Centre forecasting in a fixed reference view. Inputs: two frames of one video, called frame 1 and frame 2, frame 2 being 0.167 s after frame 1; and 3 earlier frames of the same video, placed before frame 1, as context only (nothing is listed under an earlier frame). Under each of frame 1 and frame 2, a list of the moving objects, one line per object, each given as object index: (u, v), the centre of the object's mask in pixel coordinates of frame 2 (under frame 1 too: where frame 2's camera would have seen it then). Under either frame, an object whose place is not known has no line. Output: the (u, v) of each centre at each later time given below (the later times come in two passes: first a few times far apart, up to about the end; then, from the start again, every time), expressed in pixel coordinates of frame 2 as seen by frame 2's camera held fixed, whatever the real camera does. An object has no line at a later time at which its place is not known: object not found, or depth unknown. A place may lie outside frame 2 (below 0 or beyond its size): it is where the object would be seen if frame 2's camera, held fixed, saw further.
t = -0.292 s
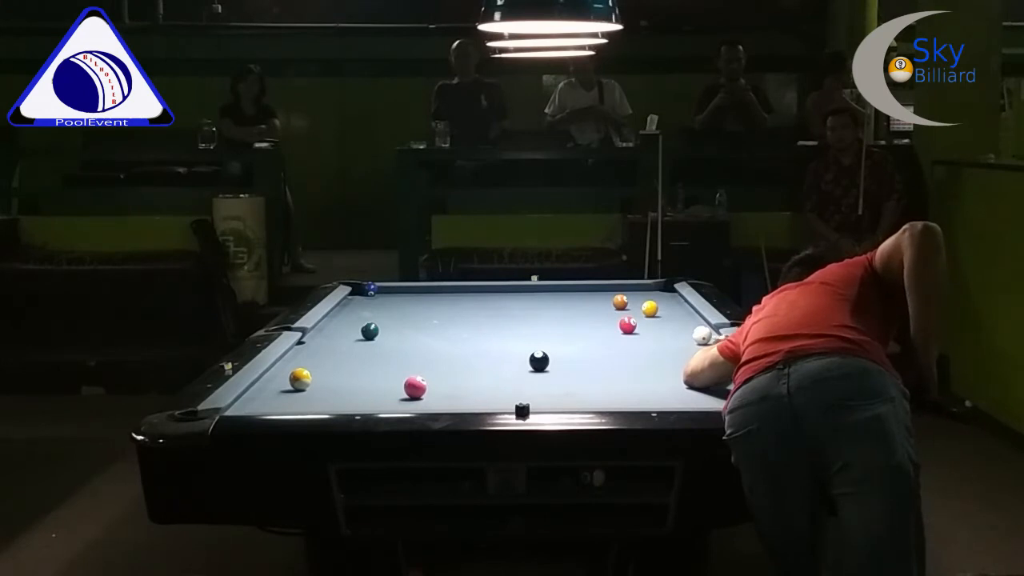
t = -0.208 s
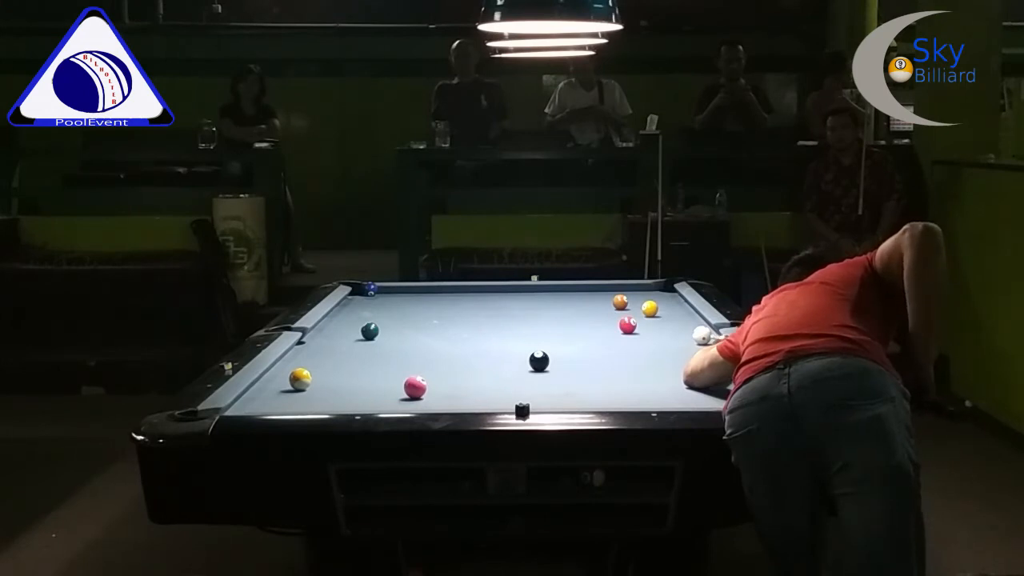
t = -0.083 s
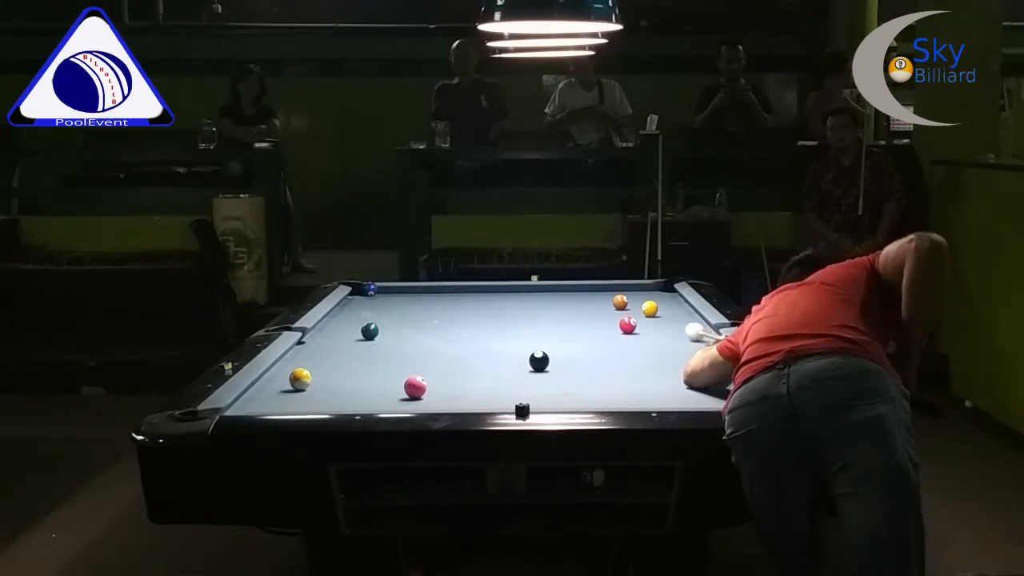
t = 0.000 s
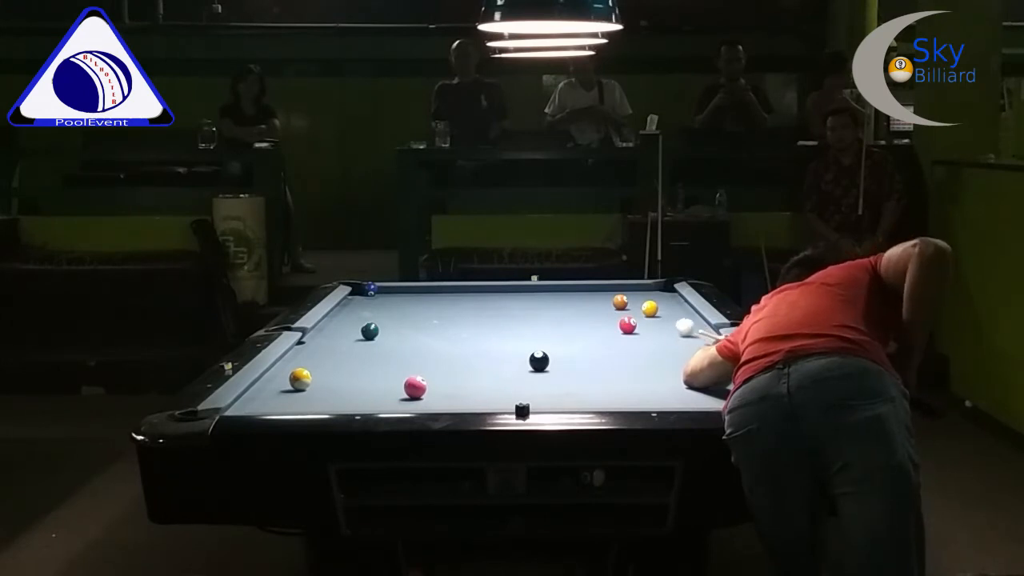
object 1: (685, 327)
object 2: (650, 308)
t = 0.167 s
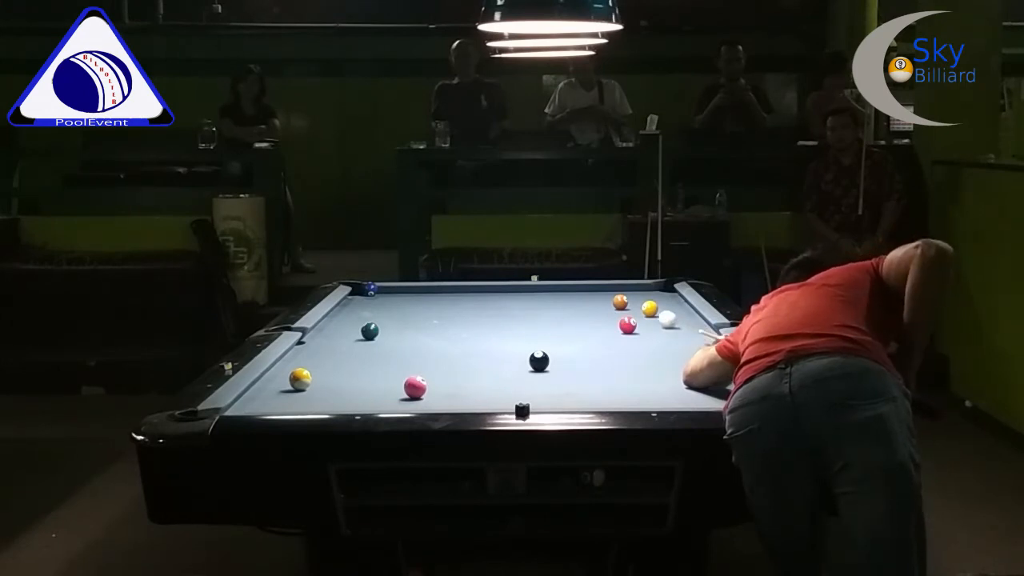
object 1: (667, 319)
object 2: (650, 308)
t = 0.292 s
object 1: (655, 314)
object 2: (648, 305)
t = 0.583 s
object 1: (625, 308)
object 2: (653, 302)
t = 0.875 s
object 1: (597, 305)
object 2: (657, 295)
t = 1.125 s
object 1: (575, 303)
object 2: (660, 291)
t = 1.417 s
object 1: (552, 300)
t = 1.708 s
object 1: (531, 298)
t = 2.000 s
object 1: (512, 296)
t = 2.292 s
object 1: (496, 294)
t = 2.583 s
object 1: (480, 292)
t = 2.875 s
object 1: (467, 291)
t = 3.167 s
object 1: (455, 290)
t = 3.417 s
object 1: (446, 289)
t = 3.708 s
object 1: (437, 288)
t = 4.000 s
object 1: (432, 288)
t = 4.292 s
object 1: (429, 289)
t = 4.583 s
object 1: (427, 289)
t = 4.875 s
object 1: (427, 289)
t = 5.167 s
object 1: (427, 289)
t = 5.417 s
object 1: (427, 289)
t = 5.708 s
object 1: (427, 289)
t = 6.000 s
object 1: (427, 289)
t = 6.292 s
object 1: (427, 289)
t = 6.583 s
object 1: (427, 289)
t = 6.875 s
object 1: (427, 289)
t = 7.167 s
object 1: (427, 289)
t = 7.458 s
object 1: (427, 289)
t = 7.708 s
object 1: (426, 289)
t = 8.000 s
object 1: (426, 289)
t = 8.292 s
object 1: (427, 289)
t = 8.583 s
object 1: (427, 289)
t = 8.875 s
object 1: (426, 289)
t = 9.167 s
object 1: (426, 289)
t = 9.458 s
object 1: (426, 289)
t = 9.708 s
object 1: (426, 289)
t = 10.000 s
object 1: (427, 289)
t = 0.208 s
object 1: (663, 318)
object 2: (649, 307)
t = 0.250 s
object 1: (659, 316)
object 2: (648, 307)
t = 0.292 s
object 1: (655, 314)
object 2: (648, 305)
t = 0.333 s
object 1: (651, 312)
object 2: (649, 303)
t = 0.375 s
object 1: (647, 311)
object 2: (652, 303)
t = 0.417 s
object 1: (642, 310)
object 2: (653, 305)
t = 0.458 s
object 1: (638, 310)
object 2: (651, 305)
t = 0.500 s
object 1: (634, 309)
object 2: (652, 304)
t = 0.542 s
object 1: (630, 308)
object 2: (652, 303)
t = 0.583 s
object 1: (625, 308)
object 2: (653, 302)
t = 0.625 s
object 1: (621, 308)
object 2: (654, 301)
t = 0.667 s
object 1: (616, 308)
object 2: (655, 300)
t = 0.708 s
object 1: (613, 307)
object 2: (655, 299)
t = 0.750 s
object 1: (609, 307)
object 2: (656, 298)
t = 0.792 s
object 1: (605, 306)
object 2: (656, 297)
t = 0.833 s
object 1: (601, 306)
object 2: (657, 296)
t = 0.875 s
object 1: (597, 305)
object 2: (657, 295)
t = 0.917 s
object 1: (593, 305)
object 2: (658, 295)
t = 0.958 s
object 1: (590, 305)
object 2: (658, 294)
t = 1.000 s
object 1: (586, 304)
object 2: (659, 293)
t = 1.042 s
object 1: (582, 304)
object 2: (659, 292)
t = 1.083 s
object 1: (579, 303)
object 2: (660, 291)
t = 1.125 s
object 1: (575, 303)
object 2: (660, 291)
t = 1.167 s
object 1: (572, 303)
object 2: (661, 290)
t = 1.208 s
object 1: (569, 302)
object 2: (661, 289)
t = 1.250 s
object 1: (565, 302)
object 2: (662, 288)
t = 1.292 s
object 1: (562, 301)
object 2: (662, 288)
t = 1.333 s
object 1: (559, 301)
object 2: (663, 287)
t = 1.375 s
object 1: (556, 301)
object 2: (663, 286)
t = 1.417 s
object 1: (552, 300)
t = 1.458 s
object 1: (549, 300)
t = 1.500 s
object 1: (546, 300)
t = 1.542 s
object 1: (543, 299)
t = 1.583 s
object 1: (540, 299)
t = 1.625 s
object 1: (537, 299)
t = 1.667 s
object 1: (534, 298)
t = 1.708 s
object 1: (531, 298)
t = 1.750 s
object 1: (528, 298)
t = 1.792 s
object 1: (526, 297)
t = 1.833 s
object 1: (523, 297)
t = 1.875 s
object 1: (520, 297)
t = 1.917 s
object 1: (518, 296)
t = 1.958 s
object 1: (515, 296)
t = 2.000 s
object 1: (512, 296)
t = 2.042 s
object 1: (510, 296)
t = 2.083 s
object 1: (507, 296)
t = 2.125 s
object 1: (505, 295)
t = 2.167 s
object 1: (502, 295)
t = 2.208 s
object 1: (500, 294)
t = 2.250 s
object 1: (498, 294)
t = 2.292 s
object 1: (496, 294)
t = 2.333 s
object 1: (493, 294)
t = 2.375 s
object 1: (491, 293)
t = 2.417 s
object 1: (488, 293)
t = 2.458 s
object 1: (486, 293)
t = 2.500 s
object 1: (484, 293)
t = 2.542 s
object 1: (482, 293)
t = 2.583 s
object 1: (480, 292)
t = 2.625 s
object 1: (478, 292)
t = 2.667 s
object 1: (476, 292)
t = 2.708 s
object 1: (474, 292)
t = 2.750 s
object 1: (472, 292)
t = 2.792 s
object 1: (470, 292)
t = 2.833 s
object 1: (468, 291)
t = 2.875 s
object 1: (467, 291)
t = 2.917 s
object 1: (465, 291)
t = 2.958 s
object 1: (463, 291)
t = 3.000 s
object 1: (461, 290)
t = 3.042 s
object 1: (460, 290)
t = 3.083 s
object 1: (458, 290)
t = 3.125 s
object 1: (456, 290)
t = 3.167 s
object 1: (455, 290)
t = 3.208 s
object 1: (453, 290)
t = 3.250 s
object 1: (452, 289)
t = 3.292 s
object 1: (450, 289)
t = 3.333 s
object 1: (449, 289)
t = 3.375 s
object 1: (447, 289)
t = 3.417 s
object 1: (446, 289)
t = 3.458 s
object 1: (445, 289)
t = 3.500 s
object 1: (443, 288)
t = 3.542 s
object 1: (442, 288)
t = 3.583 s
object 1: (441, 288)
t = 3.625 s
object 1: (439, 288)
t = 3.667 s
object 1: (438, 288)
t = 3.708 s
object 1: (437, 288)
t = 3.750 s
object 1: (436, 288)
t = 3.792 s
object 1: (436, 288)
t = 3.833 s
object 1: (435, 288)
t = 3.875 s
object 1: (434, 288)
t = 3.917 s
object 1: (433, 288)
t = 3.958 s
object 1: (433, 288)
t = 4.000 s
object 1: (432, 288)
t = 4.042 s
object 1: (431, 288)
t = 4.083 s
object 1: (431, 288)
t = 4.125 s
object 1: (430, 288)
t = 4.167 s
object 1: (430, 288)
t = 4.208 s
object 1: (429, 288)
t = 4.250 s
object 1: (429, 289)
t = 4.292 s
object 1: (429, 289)
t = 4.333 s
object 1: (428, 289)
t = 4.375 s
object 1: (428, 289)
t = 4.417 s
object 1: (428, 289)
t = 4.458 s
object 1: (428, 289)
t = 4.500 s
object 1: (427, 289)
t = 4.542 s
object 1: (427, 289)
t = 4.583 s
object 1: (427, 289)
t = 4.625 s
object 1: (427, 289)
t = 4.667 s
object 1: (427, 289)
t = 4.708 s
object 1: (427, 289)
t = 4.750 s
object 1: (427, 289)
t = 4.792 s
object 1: (427, 289)
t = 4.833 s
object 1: (427, 289)
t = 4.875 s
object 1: (427, 289)
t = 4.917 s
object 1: (427, 289)
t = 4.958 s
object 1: (427, 289)
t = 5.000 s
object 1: (427, 289)
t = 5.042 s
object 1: (427, 289)
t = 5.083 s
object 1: (427, 289)
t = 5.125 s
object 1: (427, 289)
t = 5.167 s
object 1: (427, 289)
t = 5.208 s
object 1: (427, 289)
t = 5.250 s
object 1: (427, 289)
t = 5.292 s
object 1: (427, 289)
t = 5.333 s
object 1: (427, 289)
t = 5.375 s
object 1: (427, 289)
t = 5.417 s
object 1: (427, 289)
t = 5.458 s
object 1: (427, 289)
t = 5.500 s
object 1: (427, 289)
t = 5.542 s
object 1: (427, 289)
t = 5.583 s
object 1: (427, 289)
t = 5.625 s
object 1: (427, 289)
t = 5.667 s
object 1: (427, 289)
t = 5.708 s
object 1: (427, 289)
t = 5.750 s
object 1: (427, 289)
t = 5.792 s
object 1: (427, 289)
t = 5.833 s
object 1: (427, 289)
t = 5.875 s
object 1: (427, 289)
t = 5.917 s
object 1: (427, 289)
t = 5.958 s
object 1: (427, 289)
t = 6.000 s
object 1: (427, 289)
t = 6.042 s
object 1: (427, 289)
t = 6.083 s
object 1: (427, 289)
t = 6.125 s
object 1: (427, 289)
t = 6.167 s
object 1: (427, 289)
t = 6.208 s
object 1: (427, 289)
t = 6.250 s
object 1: (427, 289)
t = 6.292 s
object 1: (427, 289)
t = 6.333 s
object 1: (427, 289)
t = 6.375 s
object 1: (427, 289)
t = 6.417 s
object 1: (427, 289)
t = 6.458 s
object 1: (427, 289)
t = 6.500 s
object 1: (427, 289)
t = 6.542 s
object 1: (427, 289)
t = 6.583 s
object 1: (427, 289)
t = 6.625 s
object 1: (427, 289)
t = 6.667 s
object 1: (427, 289)
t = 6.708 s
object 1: (427, 289)
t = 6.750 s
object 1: (427, 289)
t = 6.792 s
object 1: (427, 289)
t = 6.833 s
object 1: (427, 289)
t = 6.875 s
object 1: (427, 289)
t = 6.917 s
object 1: (427, 289)
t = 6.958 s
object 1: (427, 289)
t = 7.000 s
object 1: (427, 289)
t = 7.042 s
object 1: (427, 289)
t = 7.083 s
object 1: (427, 289)
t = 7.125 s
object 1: (426, 289)
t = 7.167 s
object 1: (427, 289)
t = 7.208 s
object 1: (426, 289)
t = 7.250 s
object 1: (427, 289)
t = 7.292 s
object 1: (426, 289)
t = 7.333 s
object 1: (427, 289)
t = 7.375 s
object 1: (427, 289)
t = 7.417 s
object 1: (427, 289)
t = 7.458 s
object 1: (427, 289)
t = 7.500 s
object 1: (426, 289)
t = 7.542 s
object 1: (426, 289)
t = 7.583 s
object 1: (426, 289)
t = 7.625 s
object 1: (426, 289)
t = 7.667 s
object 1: (427, 289)
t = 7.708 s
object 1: (426, 289)
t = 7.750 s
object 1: (426, 289)
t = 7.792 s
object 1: (426, 289)
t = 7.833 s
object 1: (426, 289)
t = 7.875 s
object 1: (427, 289)
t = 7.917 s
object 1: (427, 289)
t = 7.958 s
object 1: (426, 289)
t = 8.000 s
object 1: (426, 289)
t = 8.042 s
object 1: (426, 289)
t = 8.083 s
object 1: (427, 289)
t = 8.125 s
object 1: (427, 289)
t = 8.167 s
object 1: (427, 289)
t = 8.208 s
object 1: (427, 289)
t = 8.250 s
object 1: (426, 289)
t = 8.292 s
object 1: (427, 289)
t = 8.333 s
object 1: (427, 289)
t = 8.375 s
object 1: (426, 289)
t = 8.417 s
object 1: (427, 289)
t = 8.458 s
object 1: (427, 289)
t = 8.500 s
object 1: (427, 289)
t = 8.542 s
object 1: (427, 289)
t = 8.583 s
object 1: (427, 289)
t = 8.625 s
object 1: (427, 289)
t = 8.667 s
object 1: (427, 289)
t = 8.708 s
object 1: (427, 289)
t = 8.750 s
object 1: (427, 289)
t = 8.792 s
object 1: (427, 289)
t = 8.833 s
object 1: (427, 289)
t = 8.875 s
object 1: (426, 289)
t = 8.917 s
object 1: (426, 289)
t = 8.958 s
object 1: (426, 289)
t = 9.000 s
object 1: (426, 289)
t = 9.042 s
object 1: (427, 289)
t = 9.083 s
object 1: (426, 289)
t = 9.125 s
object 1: (426, 289)
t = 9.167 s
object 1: (426, 289)
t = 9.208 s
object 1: (426, 289)
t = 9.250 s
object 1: (426, 289)
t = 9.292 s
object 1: (426, 289)
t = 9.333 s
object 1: (426, 289)
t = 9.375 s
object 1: (426, 289)
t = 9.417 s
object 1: (426, 289)
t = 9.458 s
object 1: (426, 289)
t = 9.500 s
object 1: (427, 289)
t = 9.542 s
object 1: (426, 289)
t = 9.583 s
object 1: (426, 289)
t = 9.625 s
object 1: (426, 289)
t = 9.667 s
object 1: (426, 289)
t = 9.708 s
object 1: (426, 289)
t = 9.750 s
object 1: (426, 289)
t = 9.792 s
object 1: (426, 289)
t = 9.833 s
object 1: (426, 289)
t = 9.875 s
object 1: (427, 289)
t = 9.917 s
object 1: (427, 289)
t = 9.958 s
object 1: (427, 289)
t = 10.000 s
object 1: (427, 289)
